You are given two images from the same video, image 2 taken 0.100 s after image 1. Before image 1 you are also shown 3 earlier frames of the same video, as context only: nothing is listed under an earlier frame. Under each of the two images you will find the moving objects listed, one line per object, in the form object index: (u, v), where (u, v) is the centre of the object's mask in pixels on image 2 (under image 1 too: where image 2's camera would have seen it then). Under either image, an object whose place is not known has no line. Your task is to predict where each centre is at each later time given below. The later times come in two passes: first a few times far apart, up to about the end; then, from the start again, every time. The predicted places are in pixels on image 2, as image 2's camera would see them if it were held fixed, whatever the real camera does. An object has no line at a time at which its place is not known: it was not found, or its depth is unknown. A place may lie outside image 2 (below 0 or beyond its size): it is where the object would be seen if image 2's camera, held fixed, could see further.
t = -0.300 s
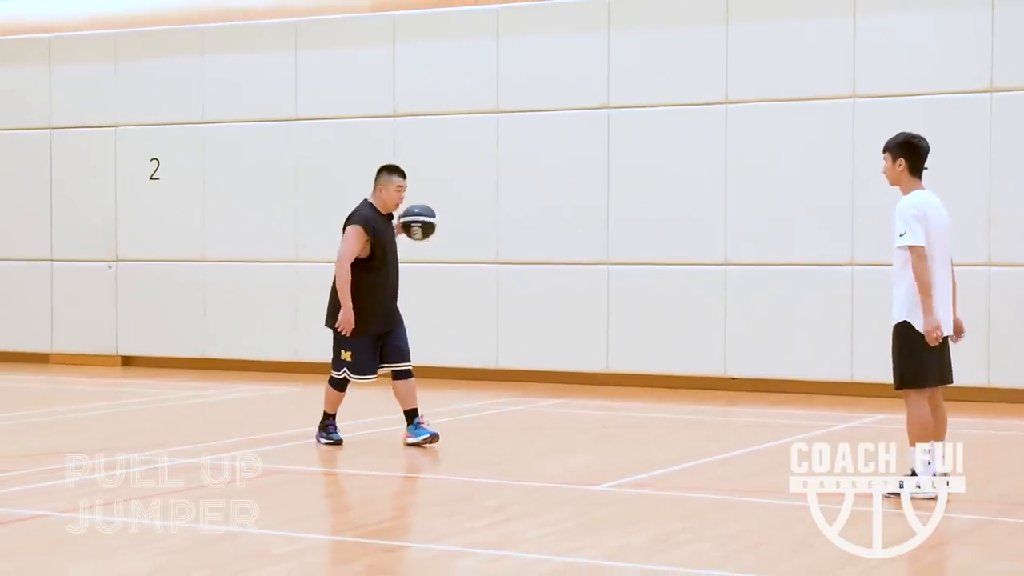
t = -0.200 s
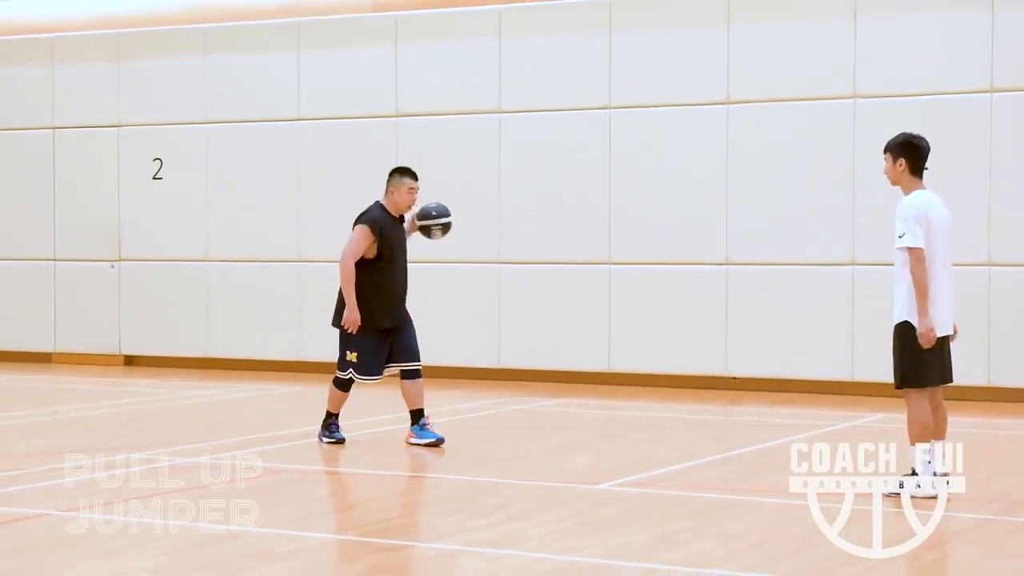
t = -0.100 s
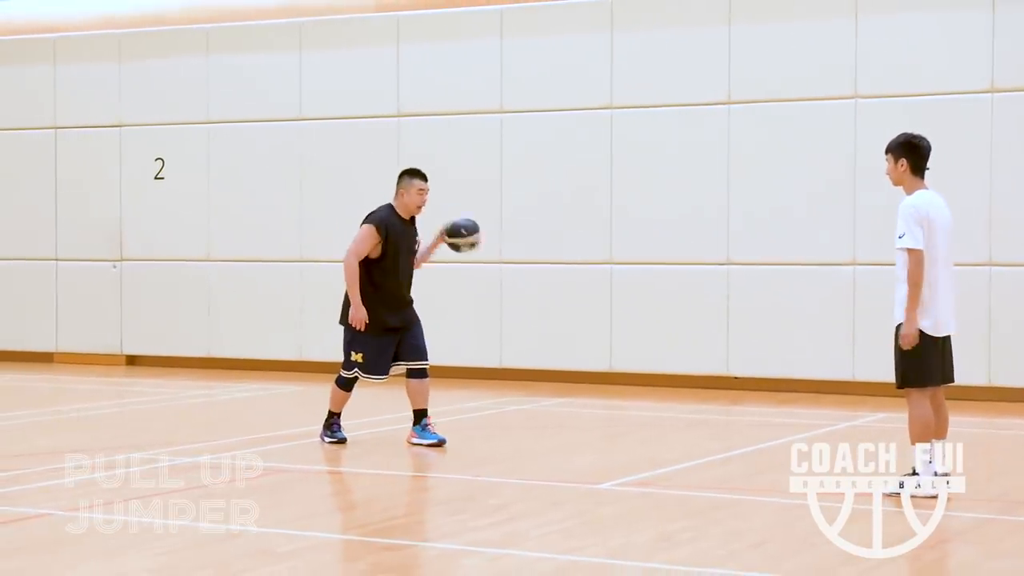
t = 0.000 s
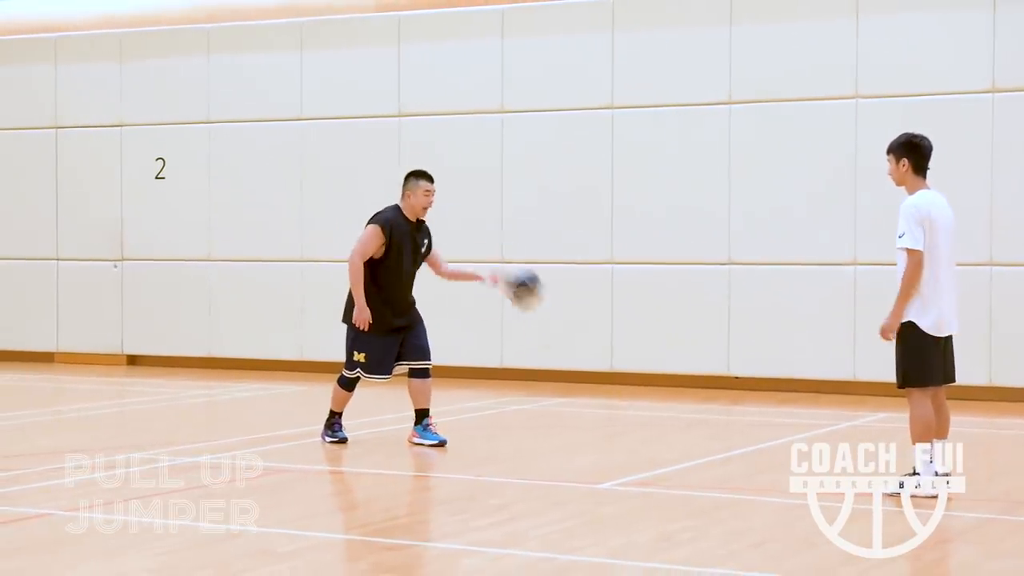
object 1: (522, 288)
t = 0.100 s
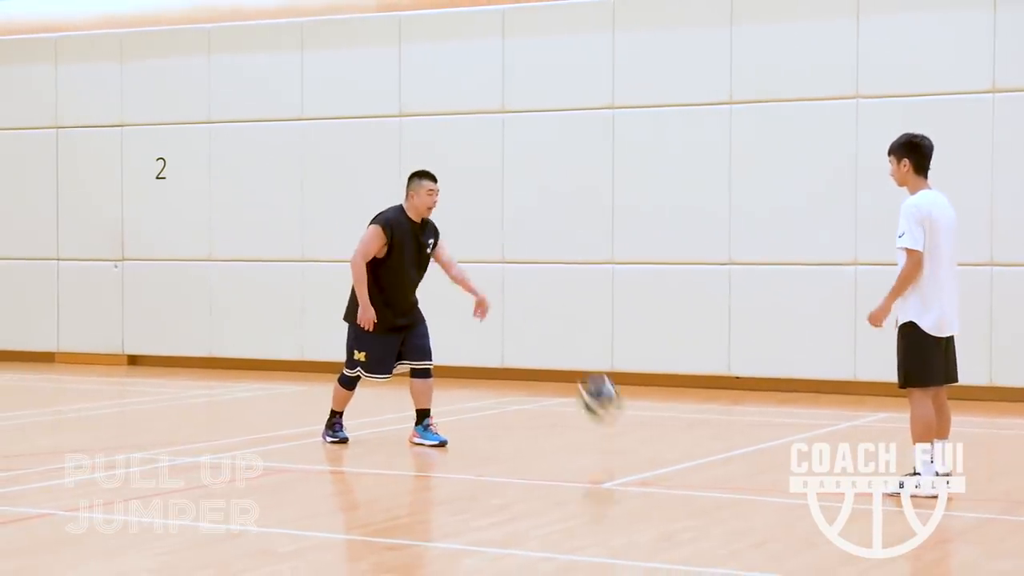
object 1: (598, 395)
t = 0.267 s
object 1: (668, 320)
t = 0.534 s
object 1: (764, 171)
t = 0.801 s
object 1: (869, 138)
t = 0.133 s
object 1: (623, 434)
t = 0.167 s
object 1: (635, 400)
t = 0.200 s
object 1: (645, 375)
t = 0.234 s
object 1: (656, 346)
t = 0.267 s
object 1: (668, 320)
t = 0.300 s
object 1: (680, 297)
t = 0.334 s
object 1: (690, 273)
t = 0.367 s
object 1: (704, 251)
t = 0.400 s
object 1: (716, 232)
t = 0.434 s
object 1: (727, 215)
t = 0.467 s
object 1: (740, 198)
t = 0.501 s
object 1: (752, 183)
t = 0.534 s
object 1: (764, 171)
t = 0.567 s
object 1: (777, 161)
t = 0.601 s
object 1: (790, 152)
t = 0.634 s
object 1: (803, 144)
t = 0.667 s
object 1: (816, 139)
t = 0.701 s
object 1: (829, 136)
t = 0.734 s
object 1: (842, 135)
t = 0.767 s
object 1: (856, 136)
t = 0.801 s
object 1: (869, 138)
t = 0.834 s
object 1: (882, 142)
